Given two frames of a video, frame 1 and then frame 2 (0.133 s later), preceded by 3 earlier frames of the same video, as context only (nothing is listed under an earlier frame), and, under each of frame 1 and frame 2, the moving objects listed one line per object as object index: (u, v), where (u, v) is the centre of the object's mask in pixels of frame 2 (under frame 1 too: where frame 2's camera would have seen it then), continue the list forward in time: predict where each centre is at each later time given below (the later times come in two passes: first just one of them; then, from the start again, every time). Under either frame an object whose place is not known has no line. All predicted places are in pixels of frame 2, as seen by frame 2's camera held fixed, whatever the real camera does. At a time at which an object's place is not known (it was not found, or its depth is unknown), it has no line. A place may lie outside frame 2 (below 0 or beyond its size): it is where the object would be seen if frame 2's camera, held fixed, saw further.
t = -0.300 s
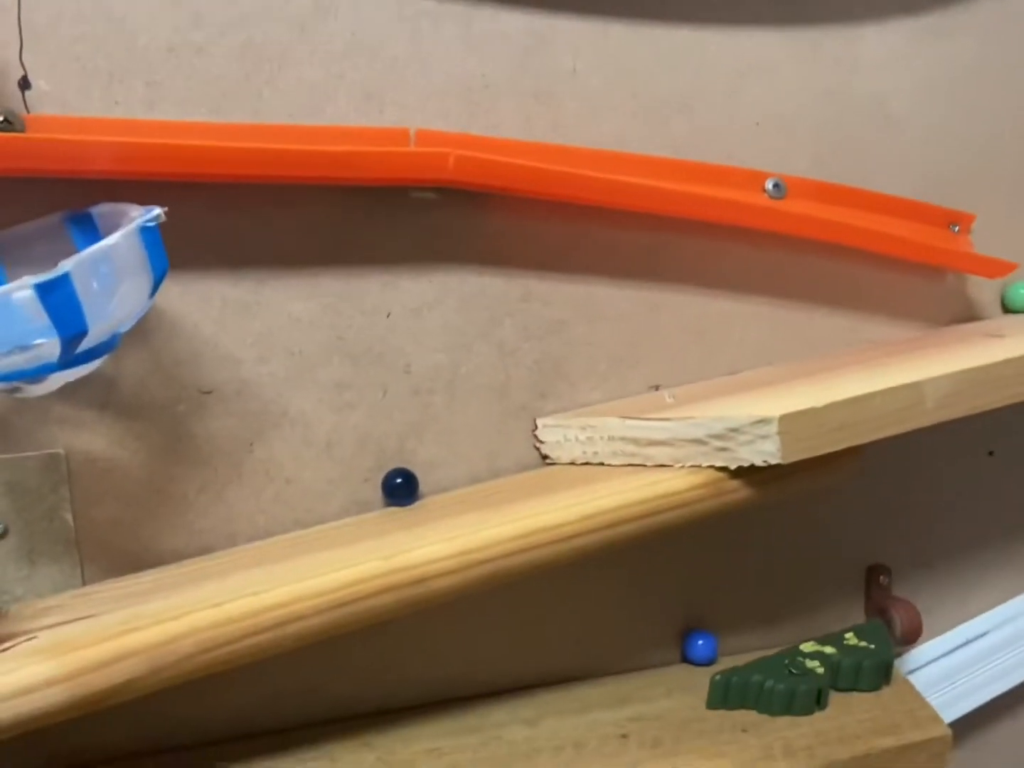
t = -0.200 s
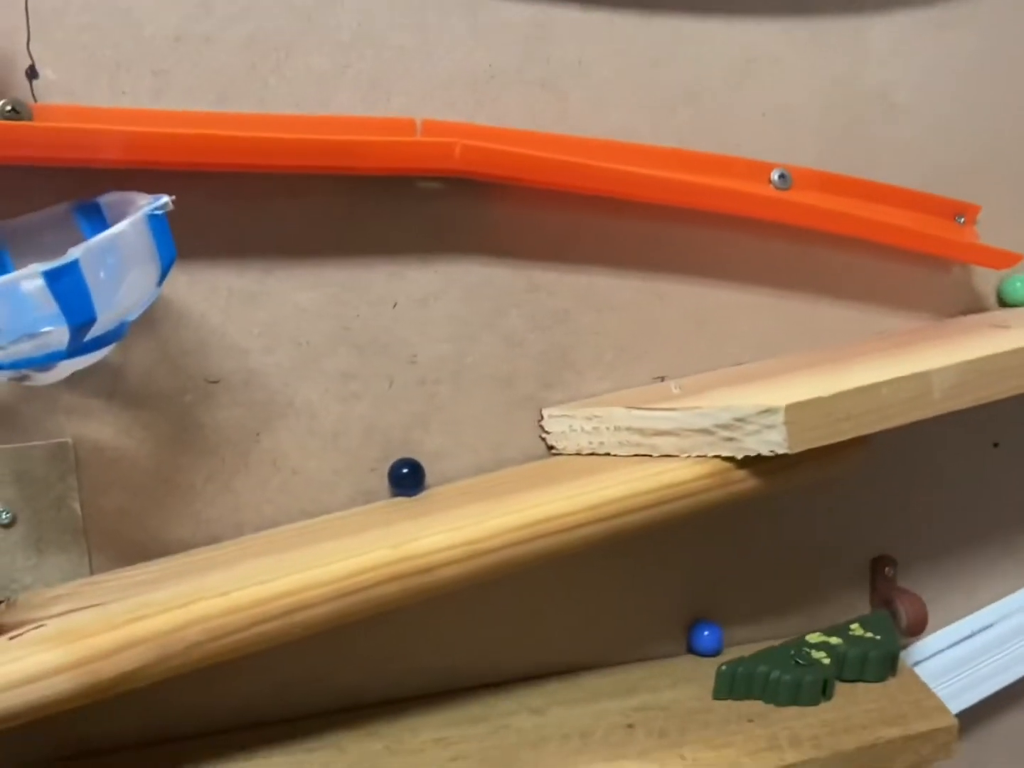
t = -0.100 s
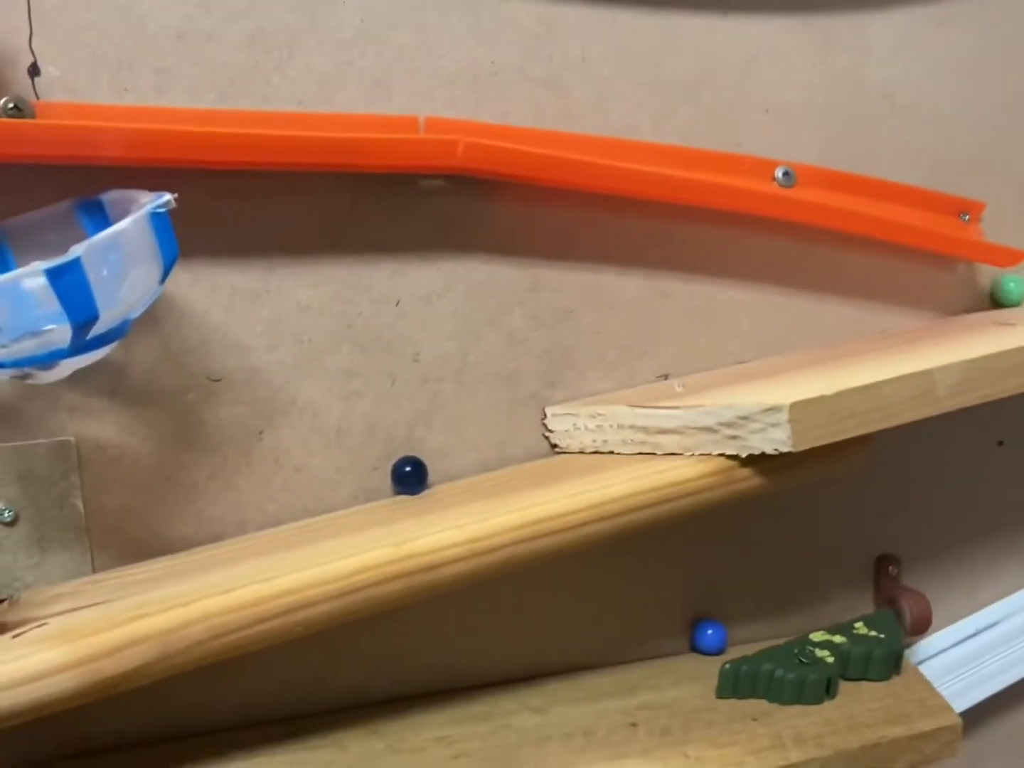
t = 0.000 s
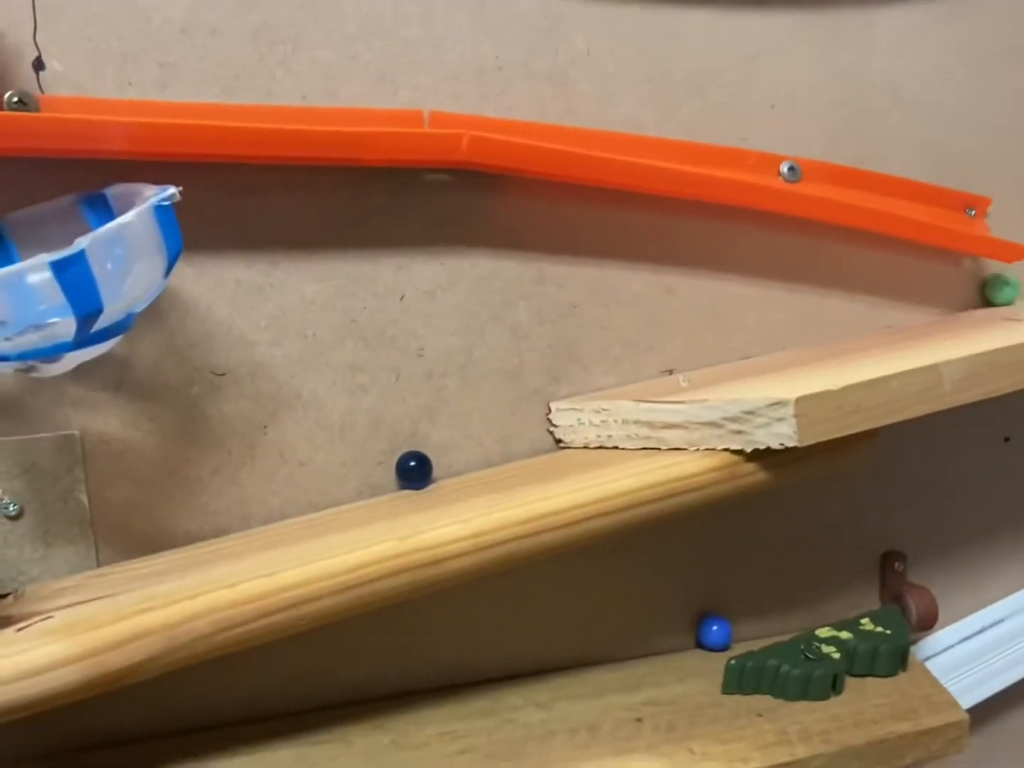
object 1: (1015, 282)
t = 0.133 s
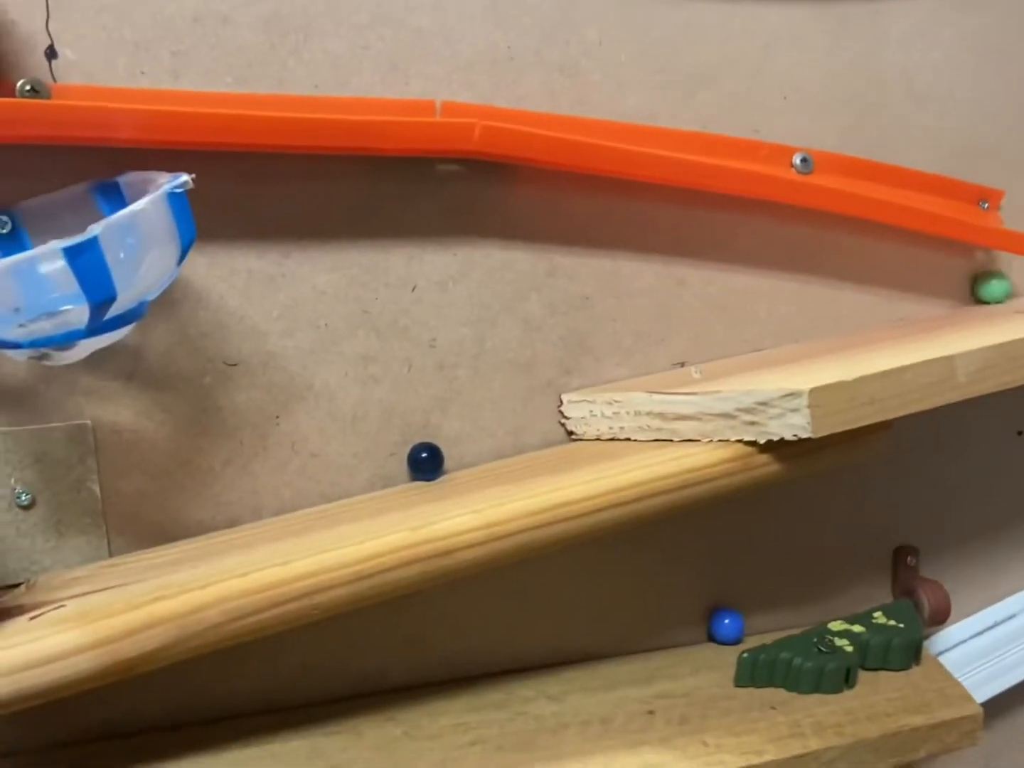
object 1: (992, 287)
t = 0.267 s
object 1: (967, 294)
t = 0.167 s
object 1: (986, 289)
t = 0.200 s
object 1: (981, 290)
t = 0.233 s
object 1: (974, 293)
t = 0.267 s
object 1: (967, 294)
